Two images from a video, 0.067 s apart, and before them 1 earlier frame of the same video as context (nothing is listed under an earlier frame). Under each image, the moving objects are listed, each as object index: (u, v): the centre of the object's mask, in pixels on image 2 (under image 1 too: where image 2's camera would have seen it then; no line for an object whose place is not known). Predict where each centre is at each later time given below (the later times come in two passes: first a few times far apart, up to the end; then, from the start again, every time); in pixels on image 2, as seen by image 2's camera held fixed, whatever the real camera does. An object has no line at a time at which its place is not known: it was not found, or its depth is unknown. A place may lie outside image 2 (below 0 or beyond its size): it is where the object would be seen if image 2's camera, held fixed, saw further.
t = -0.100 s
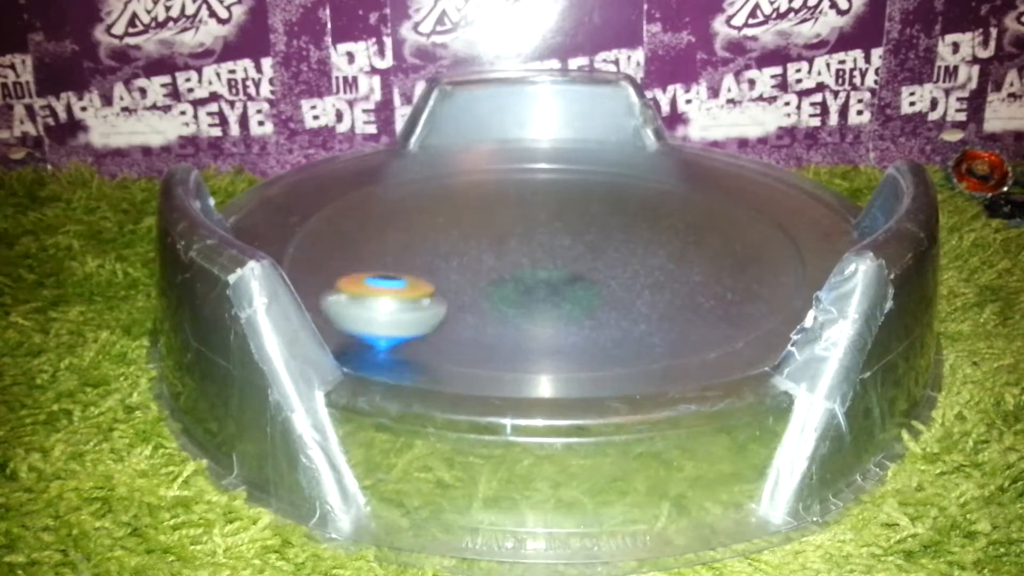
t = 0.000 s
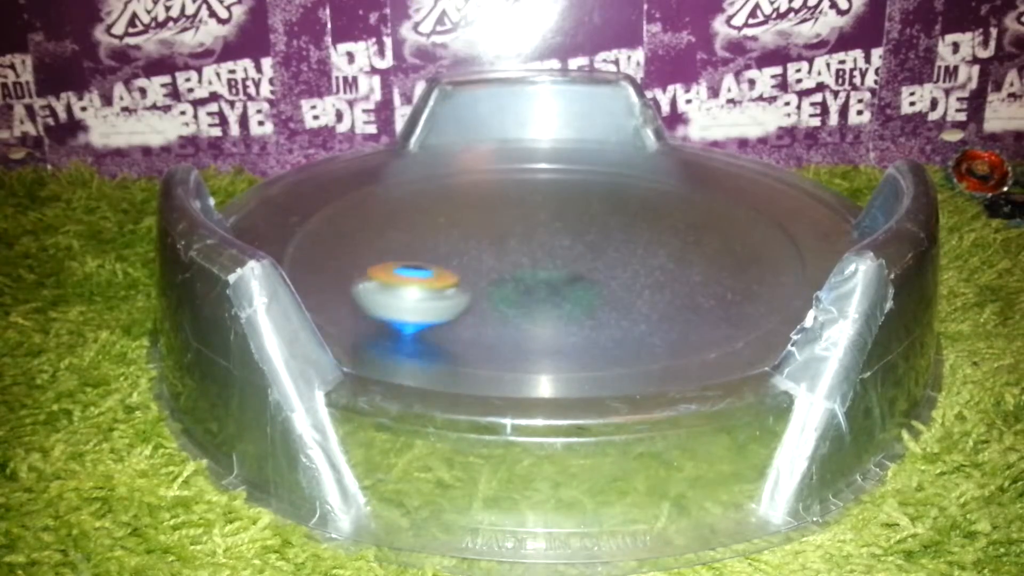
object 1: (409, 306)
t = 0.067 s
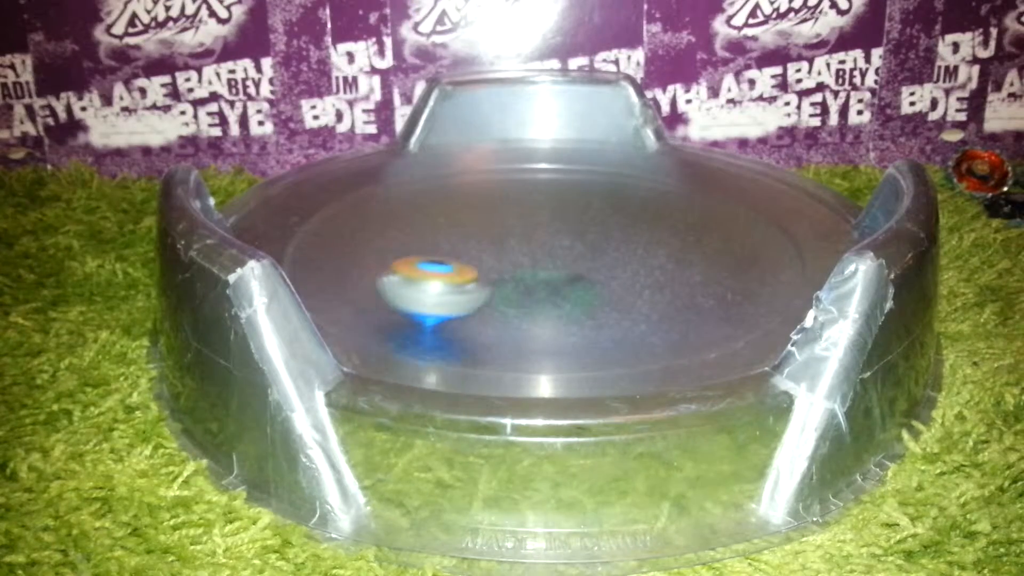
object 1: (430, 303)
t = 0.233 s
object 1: (450, 285)
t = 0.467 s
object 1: (379, 237)
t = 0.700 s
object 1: (316, 259)
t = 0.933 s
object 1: (603, 279)
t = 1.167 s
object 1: (622, 146)
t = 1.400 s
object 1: (417, 151)
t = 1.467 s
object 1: (356, 175)
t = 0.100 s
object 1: (439, 300)
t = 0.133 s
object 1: (446, 297)
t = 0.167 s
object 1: (450, 293)
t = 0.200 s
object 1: (452, 289)
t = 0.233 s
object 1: (450, 285)
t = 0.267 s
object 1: (445, 276)
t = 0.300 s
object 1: (437, 268)
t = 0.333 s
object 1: (428, 258)
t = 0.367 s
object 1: (417, 252)
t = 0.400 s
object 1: (406, 245)
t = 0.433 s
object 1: (392, 242)
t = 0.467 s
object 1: (379, 237)
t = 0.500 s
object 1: (367, 220)
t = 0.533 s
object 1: (352, 234)
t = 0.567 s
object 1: (339, 234)
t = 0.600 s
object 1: (324, 239)
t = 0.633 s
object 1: (313, 243)
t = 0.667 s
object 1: (310, 249)
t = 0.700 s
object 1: (316, 259)
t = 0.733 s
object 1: (334, 274)
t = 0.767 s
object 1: (364, 286)
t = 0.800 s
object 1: (410, 296)
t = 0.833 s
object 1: (466, 304)
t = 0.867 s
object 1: (522, 305)
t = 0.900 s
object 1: (562, 298)
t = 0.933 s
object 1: (603, 279)
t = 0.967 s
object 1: (631, 253)
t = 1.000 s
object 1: (647, 234)
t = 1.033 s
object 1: (655, 214)
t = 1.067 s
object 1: (656, 194)
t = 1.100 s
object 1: (650, 177)
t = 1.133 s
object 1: (640, 162)
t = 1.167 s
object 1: (622, 146)
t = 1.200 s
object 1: (597, 140)
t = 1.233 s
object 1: (571, 135)
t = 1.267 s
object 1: (541, 138)
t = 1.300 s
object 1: (510, 138)
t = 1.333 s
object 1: (480, 136)
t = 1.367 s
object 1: (449, 140)
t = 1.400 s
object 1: (417, 151)
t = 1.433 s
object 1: (382, 161)
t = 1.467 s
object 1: (356, 175)
